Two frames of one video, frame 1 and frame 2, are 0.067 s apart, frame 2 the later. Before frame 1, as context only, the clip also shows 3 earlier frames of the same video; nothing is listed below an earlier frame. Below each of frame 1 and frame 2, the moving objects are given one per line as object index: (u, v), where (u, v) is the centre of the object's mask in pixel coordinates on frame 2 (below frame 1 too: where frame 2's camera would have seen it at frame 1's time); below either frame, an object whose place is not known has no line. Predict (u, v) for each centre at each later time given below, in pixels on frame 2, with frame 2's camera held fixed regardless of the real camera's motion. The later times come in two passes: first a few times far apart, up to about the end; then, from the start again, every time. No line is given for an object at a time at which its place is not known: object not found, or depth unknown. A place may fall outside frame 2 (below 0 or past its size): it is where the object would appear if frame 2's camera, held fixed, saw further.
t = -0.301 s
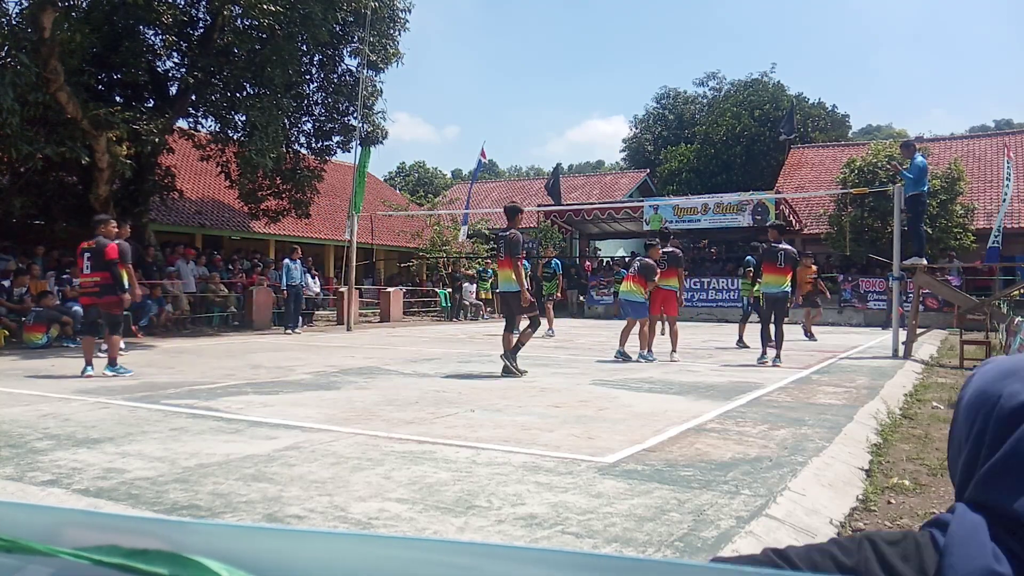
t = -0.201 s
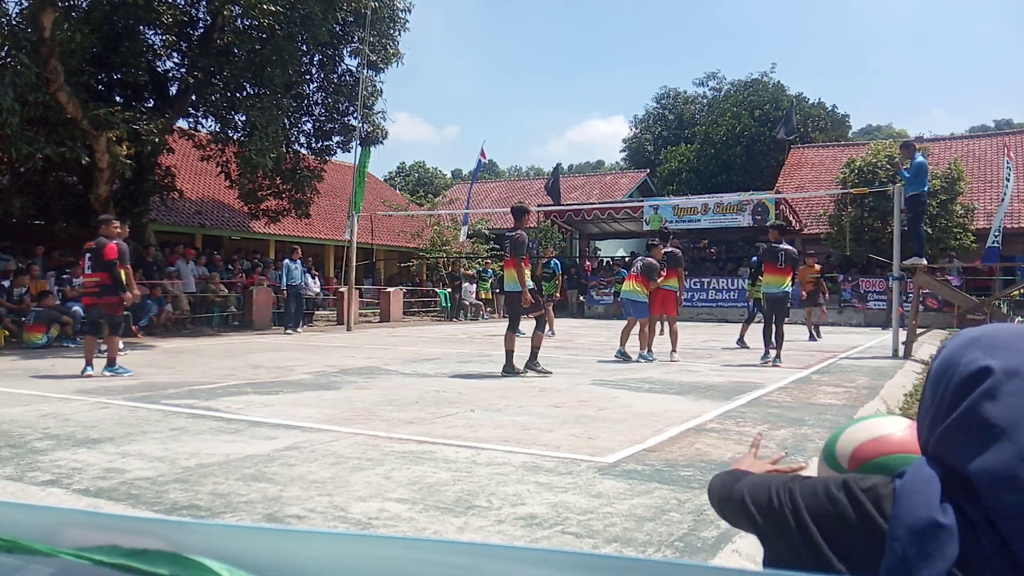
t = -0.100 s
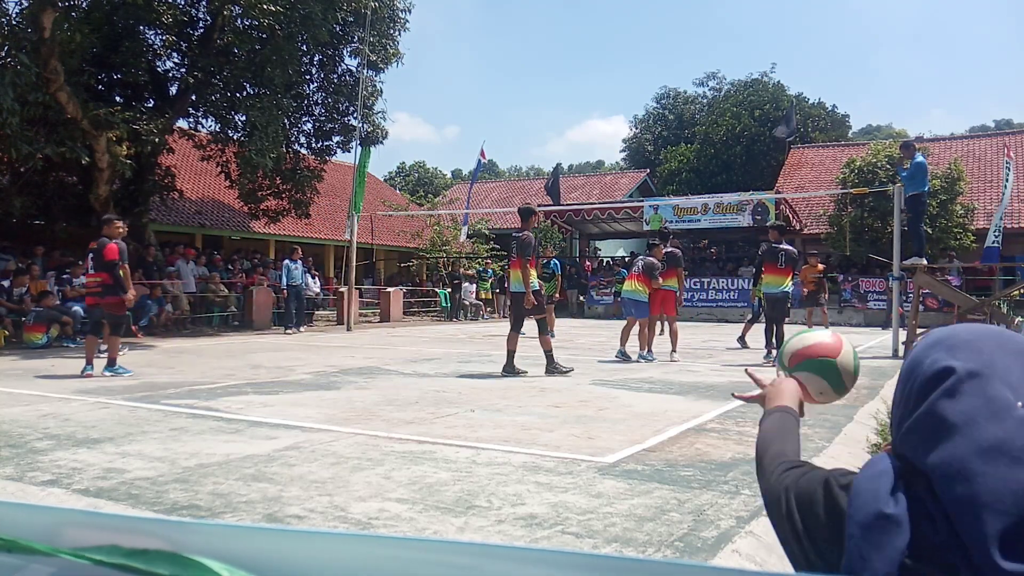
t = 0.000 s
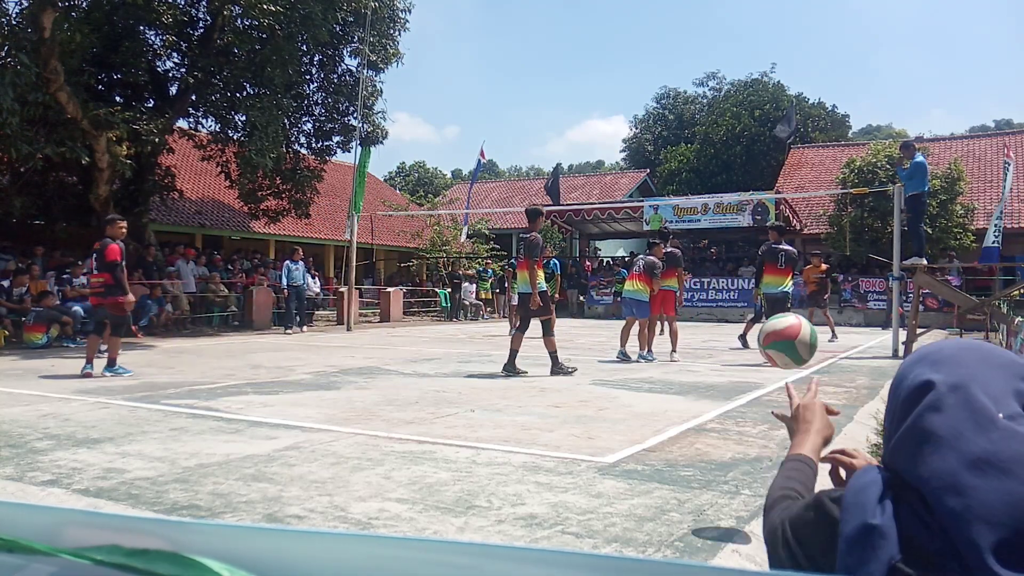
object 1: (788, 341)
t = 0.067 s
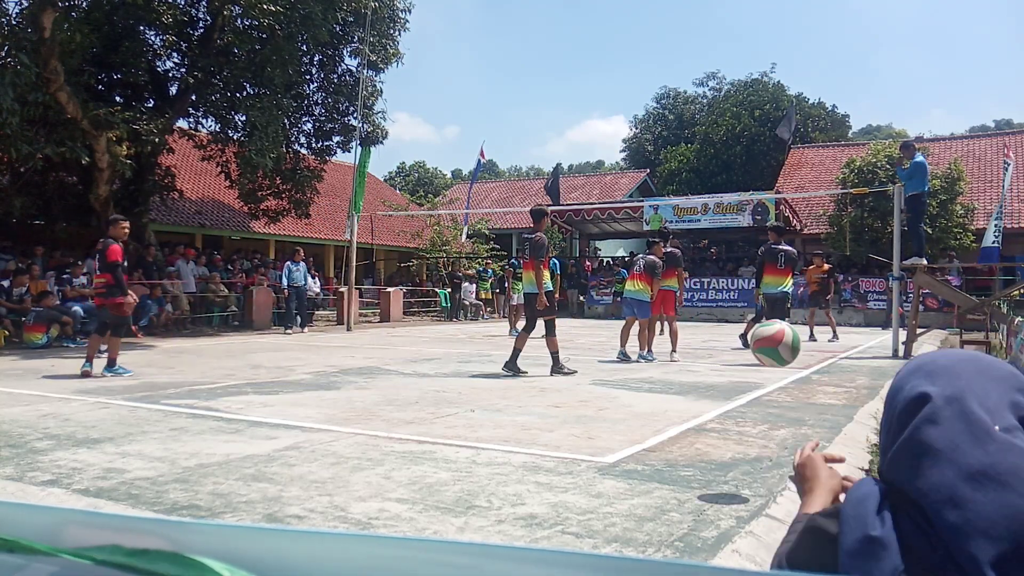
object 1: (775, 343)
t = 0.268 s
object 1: (755, 393)
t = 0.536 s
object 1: (744, 340)
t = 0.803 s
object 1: (735, 342)
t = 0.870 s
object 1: (733, 353)
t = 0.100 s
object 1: (770, 348)
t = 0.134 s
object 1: (766, 355)
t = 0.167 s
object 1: (763, 363)
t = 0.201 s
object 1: (760, 372)
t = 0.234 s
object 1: (757, 382)
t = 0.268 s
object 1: (755, 393)
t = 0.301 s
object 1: (753, 405)
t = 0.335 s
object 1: (751, 406)
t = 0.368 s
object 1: (750, 390)
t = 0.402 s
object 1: (749, 376)
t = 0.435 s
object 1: (748, 364)
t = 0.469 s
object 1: (746, 354)
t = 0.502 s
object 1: (745, 346)
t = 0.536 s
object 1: (744, 340)
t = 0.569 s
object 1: (743, 335)
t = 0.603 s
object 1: (742, 332)
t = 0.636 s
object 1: (741, 330)
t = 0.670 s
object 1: (740, 330)
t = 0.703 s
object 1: (739, 331)
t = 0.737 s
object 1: (738, 333)
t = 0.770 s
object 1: (737, 337)
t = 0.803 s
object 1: (735, 342)
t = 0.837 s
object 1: (735, 347)
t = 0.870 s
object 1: (733, 353)
